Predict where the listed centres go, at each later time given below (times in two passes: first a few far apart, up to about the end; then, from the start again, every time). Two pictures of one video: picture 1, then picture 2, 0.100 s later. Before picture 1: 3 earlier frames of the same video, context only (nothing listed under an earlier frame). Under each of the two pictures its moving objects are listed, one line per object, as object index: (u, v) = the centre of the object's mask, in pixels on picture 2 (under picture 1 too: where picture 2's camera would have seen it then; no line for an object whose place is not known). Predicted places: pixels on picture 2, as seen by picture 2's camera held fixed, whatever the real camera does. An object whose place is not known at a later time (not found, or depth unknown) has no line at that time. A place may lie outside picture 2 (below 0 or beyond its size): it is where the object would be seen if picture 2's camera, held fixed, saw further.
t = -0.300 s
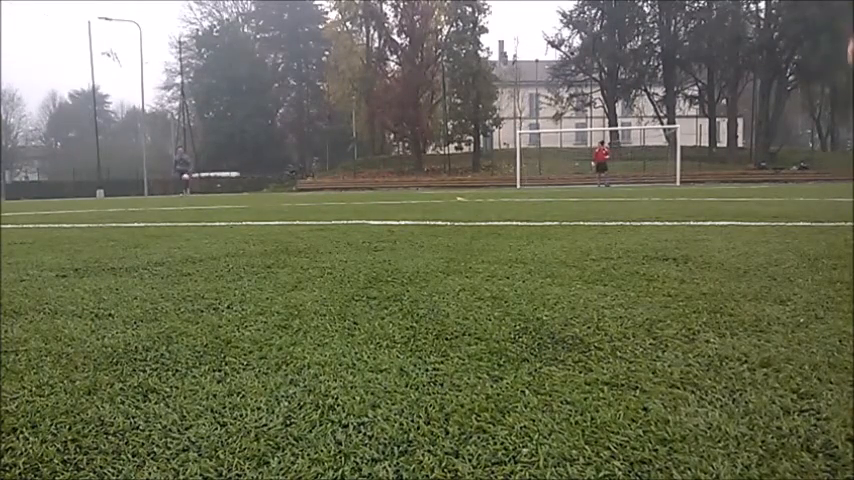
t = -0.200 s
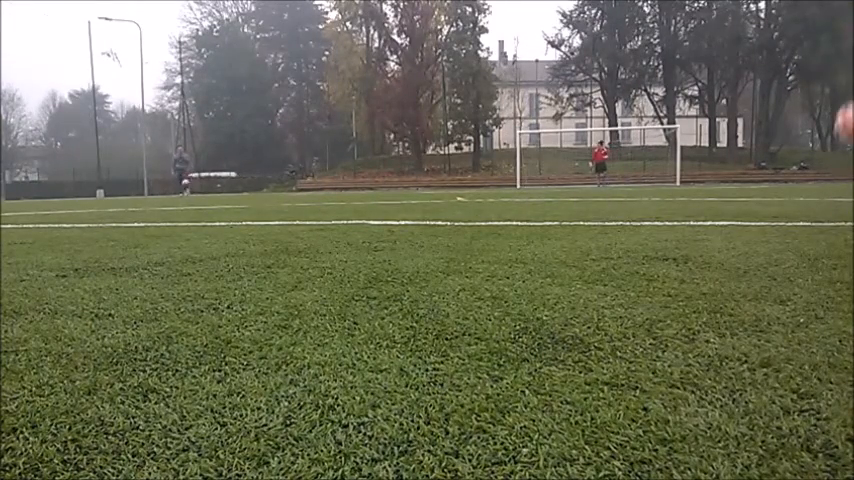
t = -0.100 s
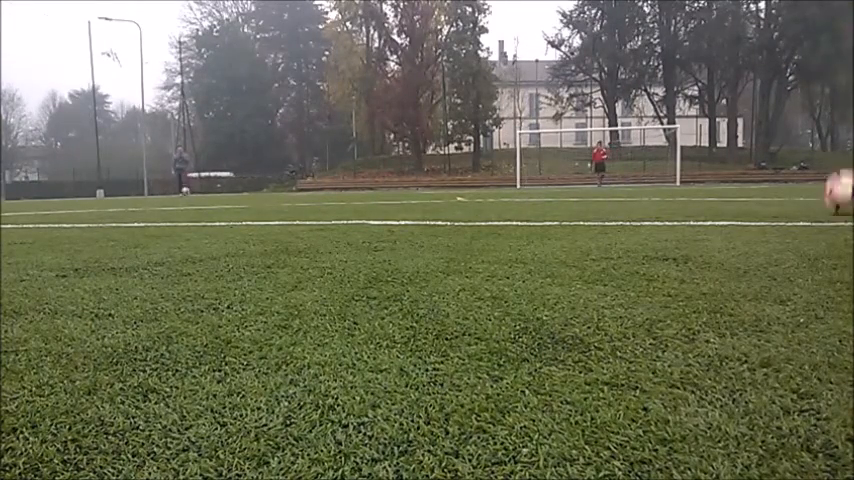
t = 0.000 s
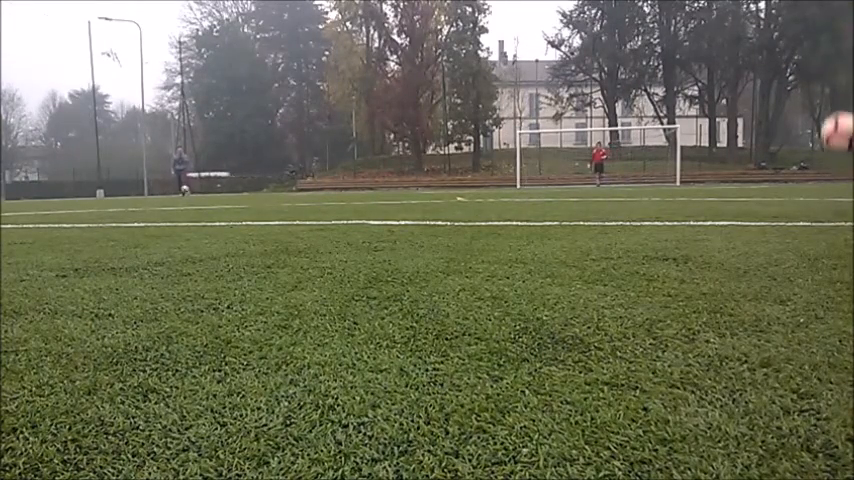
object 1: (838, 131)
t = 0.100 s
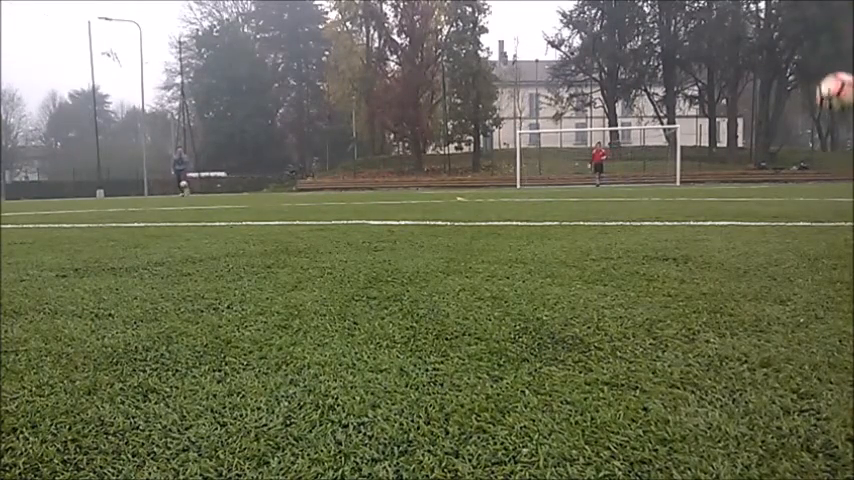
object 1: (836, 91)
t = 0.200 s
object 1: (833, 70)
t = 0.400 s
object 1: (824, 82)
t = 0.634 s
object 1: (813, 179)
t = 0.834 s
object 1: (802, 137)
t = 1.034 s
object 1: (792, 134)
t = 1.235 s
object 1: (781, 194)
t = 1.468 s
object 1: (772, 161)
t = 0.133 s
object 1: (834, 82)
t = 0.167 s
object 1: (834, 75)
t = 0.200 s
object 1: (833, 70)
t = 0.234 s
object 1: (832, 67)
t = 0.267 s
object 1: (830, 66)
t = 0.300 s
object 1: (829, 67)
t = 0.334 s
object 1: (827, 70)
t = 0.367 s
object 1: (826, 76)
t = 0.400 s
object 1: (824, 82)
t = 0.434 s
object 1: (823, 90)
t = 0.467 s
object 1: (821, 100)
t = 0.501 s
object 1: (820, 111)
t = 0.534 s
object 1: (818, 126)
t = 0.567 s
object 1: (816, 142)
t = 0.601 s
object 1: (815, 159)
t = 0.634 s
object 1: (813, 179)
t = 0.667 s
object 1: (810, 193)
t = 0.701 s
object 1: (809, 178)
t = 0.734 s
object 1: (807, 165)
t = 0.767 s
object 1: (805, 153)
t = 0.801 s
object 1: (804, 144)
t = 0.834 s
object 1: (802, 137)
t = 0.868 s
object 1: (801, 132)
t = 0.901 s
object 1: (799, 129)
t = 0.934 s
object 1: (797, 128)
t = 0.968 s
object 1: (796, 128)
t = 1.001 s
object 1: (794, 130)
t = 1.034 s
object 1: (792, 134)
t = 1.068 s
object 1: (791, 140)
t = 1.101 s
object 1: (789, 148)
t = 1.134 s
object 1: (787, 157)
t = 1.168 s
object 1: (785, 168)
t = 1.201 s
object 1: (783, 181)
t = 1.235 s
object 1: (781, 194)
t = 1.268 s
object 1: (780, 184)
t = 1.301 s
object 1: (778, 175)
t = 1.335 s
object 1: (777, 170)
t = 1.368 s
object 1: (776, 165)
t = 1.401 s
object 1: (774, 162)
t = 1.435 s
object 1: (773, 161)
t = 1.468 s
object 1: (772, 161)
